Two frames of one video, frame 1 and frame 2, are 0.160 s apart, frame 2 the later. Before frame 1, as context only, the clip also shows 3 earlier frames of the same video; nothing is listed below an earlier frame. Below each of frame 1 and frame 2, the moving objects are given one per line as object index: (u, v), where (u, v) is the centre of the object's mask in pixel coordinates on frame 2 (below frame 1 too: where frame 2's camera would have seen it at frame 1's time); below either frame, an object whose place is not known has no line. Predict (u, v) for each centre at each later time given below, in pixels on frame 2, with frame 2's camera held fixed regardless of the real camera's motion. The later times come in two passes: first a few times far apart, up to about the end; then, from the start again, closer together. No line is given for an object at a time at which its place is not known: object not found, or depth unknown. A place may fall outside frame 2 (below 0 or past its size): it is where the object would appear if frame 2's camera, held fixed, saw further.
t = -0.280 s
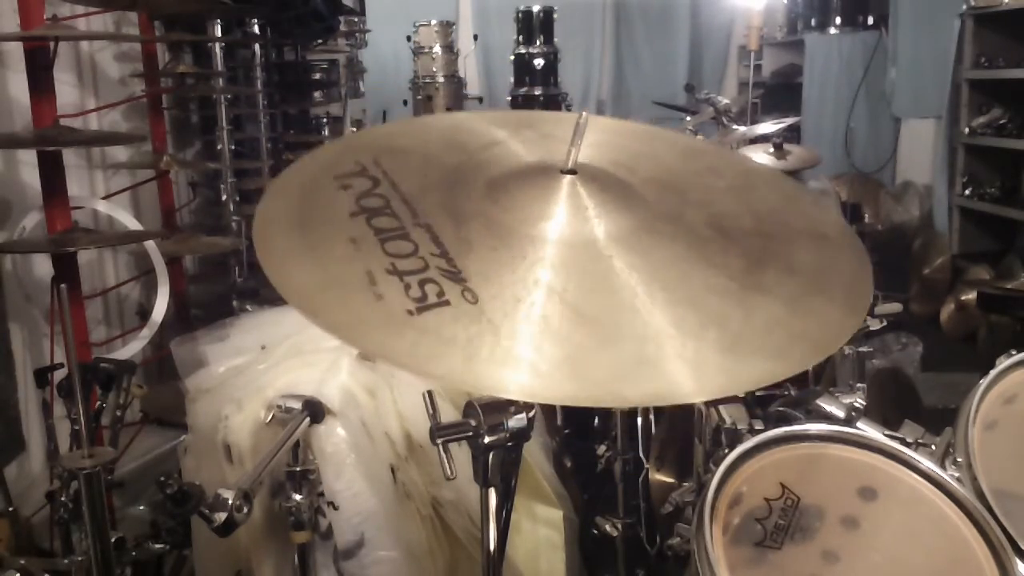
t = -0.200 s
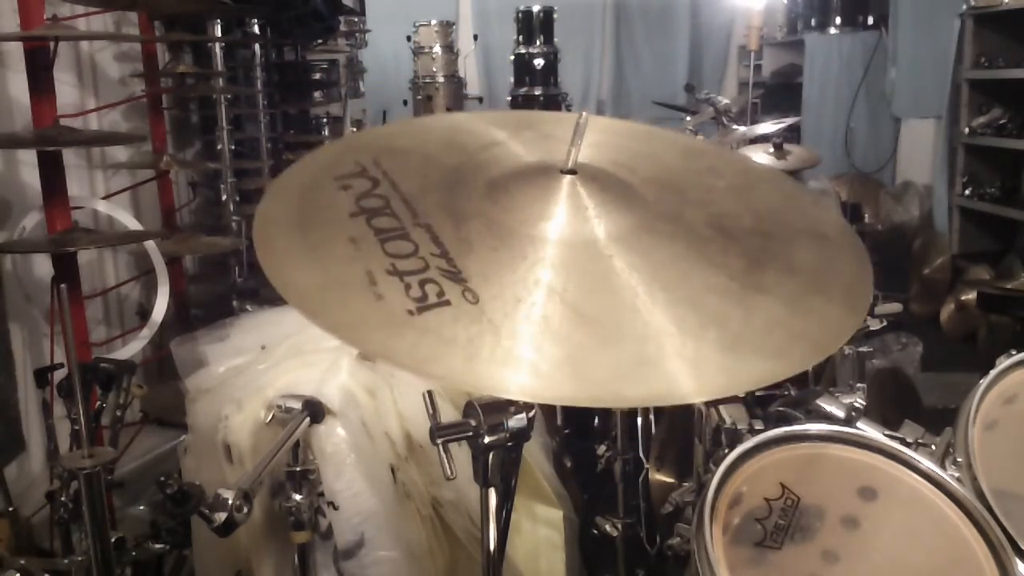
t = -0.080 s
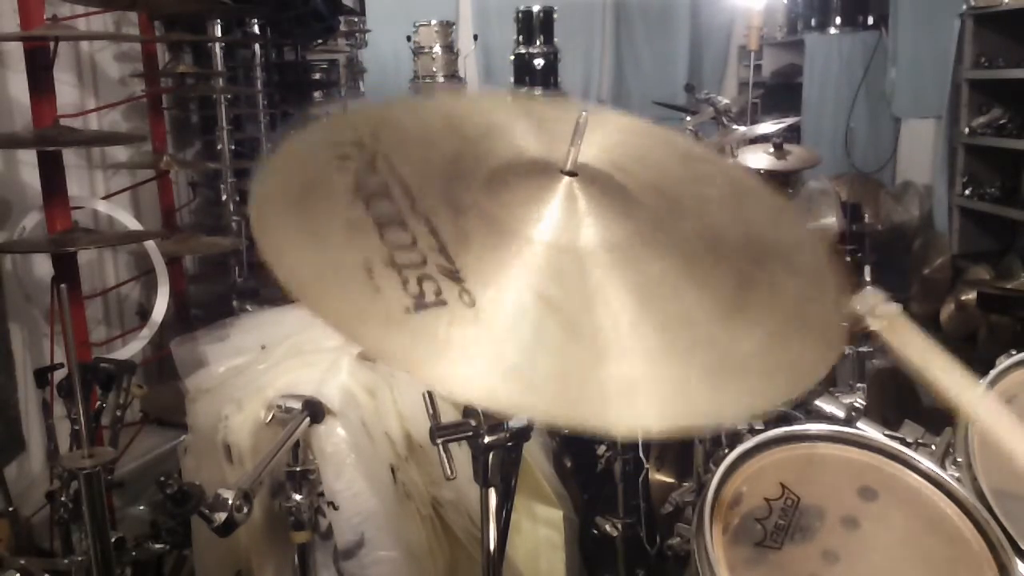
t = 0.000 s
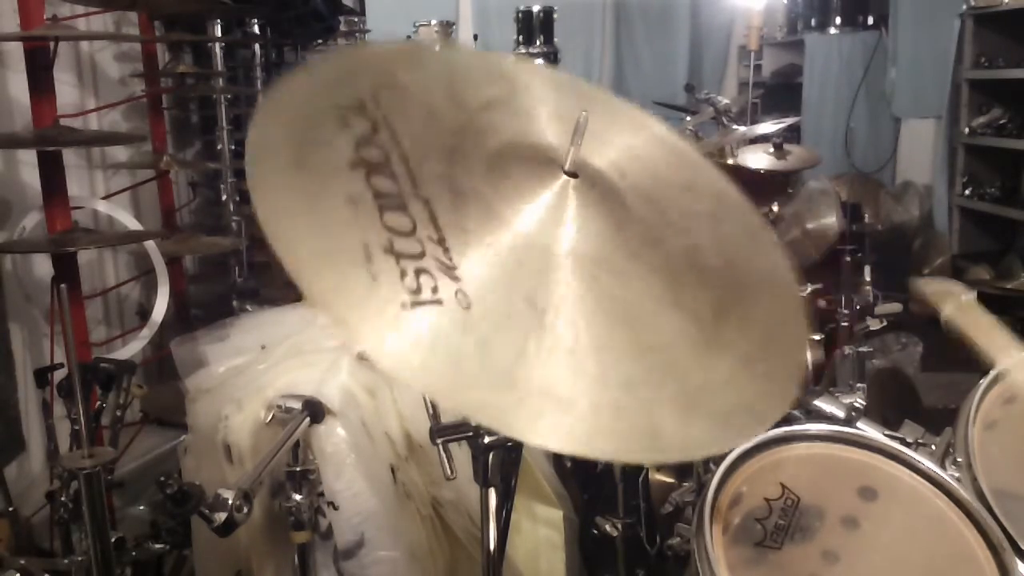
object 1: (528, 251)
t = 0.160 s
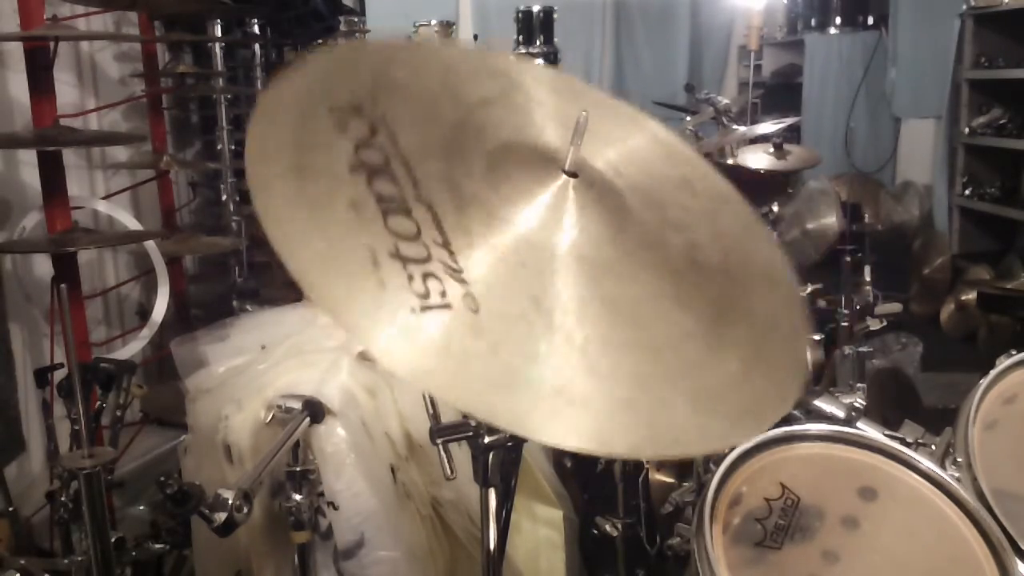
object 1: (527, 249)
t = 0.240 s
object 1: (545, 256)
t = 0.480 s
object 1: (592, 248)
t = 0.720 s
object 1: (570, 258)
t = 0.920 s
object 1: (537, 254)
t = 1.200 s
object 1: (562, 259)
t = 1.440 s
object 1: (574, 258)
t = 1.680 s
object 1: (552, 259)
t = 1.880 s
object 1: (551, 258)
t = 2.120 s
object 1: (563, 259)
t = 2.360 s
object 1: (557, 260)
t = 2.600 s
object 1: (555, 259)
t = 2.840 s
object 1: (558, 259)
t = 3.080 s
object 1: (556, 259)
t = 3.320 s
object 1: (557, 259)
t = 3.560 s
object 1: (557, 259)
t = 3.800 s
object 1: (557, 259)
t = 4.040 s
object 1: (557, 259)
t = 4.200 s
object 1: (557, 259)
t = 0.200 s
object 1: (535, 253)
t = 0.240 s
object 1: (545, 256)
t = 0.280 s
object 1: (555, 258)
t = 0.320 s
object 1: (565, 259)
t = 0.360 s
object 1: (573, 256)
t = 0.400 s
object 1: (579, 254)
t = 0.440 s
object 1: (586, 250)
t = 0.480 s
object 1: (592, 248)
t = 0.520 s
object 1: (592, 248)
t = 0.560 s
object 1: (592, 248)
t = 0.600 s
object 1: (589, 249)
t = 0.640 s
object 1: (584, 252)
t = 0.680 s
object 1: (578, 255)
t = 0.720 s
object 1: (570, 258)
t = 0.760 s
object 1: (564, 260)
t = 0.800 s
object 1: (555, 260)
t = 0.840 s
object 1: (547, 259)
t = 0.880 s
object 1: (541, 256)
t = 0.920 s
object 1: (537, 254)
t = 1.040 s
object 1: (540, 255)
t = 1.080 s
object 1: (545, 256)
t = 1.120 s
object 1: (551, 258)
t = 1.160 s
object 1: (557, 258)
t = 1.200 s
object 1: (562, 259)
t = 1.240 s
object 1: (566, 259)
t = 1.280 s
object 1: (571, 258)
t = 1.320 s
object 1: (574, 258)
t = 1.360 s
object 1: (575, 257)
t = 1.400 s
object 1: (575, 257)
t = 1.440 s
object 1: (574, 258)
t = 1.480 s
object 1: (571, 258)
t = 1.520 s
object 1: (567, 259)
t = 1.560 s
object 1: (564, 260)
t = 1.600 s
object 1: (559, 260)
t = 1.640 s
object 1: (555, 259)
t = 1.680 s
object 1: (552, 259)
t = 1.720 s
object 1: (549, 258)
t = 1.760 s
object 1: (547, 258)
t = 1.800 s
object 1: (547, 258)
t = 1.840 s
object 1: (548, 258)
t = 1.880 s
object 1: (551, 258)
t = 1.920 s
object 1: (553, 258)
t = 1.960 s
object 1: (556, 259)
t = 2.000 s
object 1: (559, 259)
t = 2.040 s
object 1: (561, 260)
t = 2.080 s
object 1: (563, 259)
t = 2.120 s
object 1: (563, 259)
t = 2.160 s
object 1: (563, 260)
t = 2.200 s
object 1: (563, 260)
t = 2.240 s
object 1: (562, 259)
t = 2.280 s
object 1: (561, 260)
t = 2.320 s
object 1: (559, 260)
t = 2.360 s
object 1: (557, 260)
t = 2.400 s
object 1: (556, 260)
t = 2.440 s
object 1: (555, 259)
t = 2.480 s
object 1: (554, 259)
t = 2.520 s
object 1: (555, 259)
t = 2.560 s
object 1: (555, 259)
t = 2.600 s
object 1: (555, 259)
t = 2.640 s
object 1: (556, 259)
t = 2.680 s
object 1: (557, 260)
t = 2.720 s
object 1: (558, 259)
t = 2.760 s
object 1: (558, 259)
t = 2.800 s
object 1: (558, 259)
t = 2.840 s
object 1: (558, 259)
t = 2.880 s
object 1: (559, 259)
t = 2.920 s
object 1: (558, 259)
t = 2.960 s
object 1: (557, 259)
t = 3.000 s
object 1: (557, 259)
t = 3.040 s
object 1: (556, 259)
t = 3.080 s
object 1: (556, 259)
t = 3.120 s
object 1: (556, 259)
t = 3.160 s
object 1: (556, 259)
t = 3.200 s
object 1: (557, 259)
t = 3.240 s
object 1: (557, 259)
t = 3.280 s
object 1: (557, 259)
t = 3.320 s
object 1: (557, 259)
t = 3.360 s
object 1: (557, 259)
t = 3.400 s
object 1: (557, 259)
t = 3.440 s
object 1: (557, 259)
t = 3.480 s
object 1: (557, 259)
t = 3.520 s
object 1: (557, 259)
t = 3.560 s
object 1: (557, 259)
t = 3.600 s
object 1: (557, 259)
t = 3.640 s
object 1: (557, 259)
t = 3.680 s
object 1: (557, 259)
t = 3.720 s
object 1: (557, 259)
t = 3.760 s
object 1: (557, 259)
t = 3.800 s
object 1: (557, 259)
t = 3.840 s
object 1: (557, 259)
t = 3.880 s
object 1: (557, 259)
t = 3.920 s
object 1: (557, 259)
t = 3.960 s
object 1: (557, 259)
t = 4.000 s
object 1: (557, 259)
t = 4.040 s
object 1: (557, 259)
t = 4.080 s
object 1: (557, 259)
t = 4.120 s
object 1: (557, 259)
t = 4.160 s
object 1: (557, 259)
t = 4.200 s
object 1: (557, 259)
